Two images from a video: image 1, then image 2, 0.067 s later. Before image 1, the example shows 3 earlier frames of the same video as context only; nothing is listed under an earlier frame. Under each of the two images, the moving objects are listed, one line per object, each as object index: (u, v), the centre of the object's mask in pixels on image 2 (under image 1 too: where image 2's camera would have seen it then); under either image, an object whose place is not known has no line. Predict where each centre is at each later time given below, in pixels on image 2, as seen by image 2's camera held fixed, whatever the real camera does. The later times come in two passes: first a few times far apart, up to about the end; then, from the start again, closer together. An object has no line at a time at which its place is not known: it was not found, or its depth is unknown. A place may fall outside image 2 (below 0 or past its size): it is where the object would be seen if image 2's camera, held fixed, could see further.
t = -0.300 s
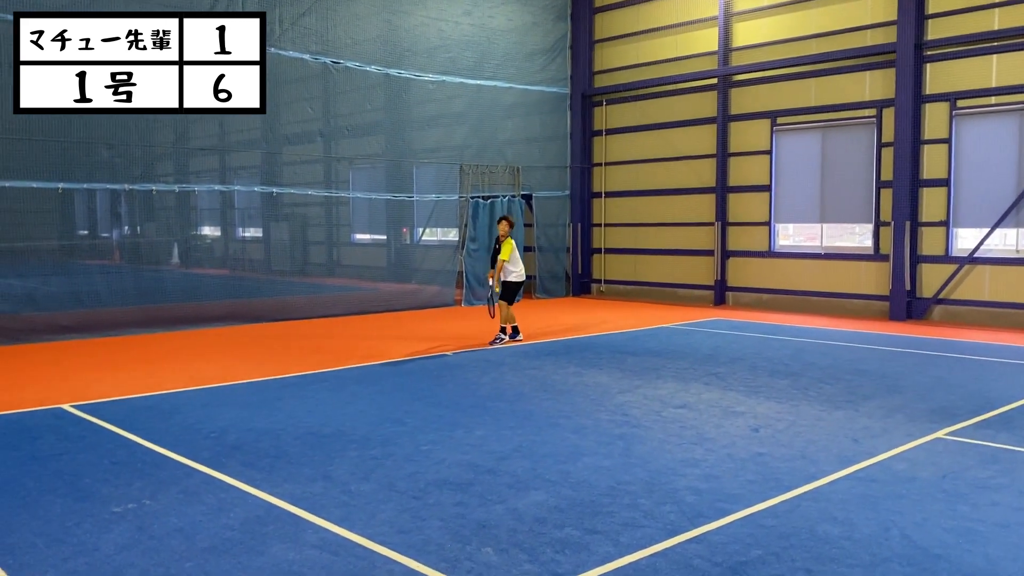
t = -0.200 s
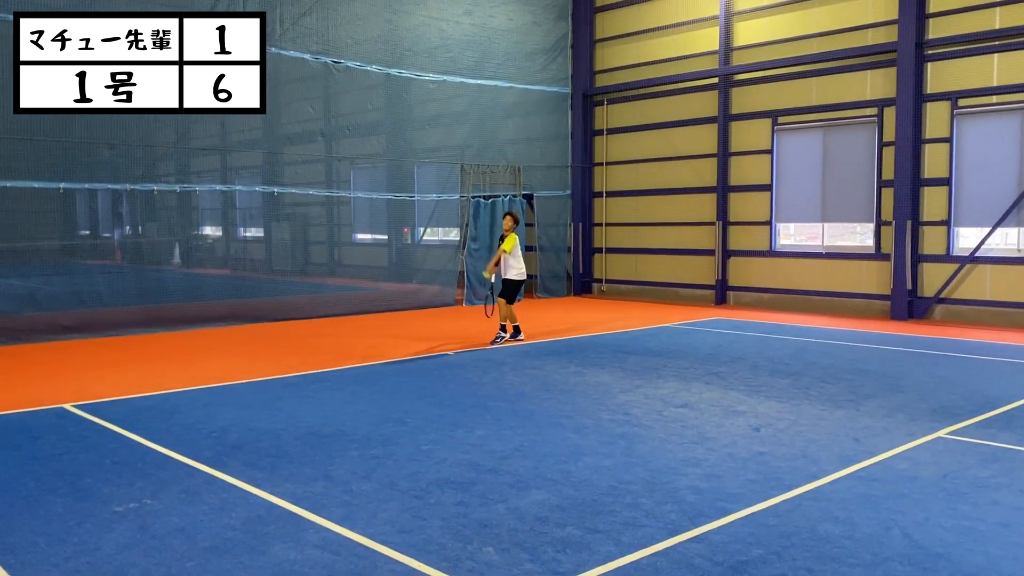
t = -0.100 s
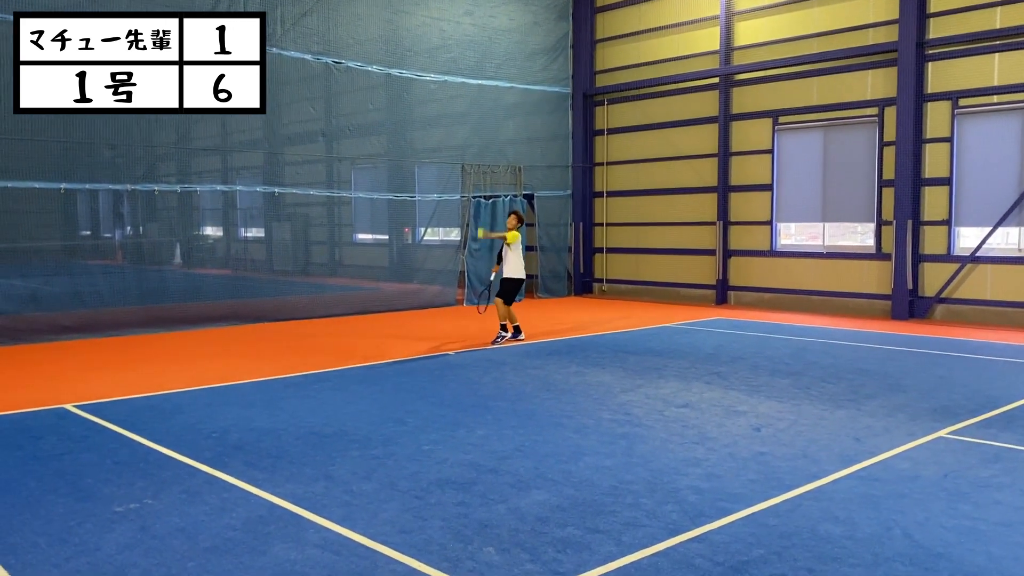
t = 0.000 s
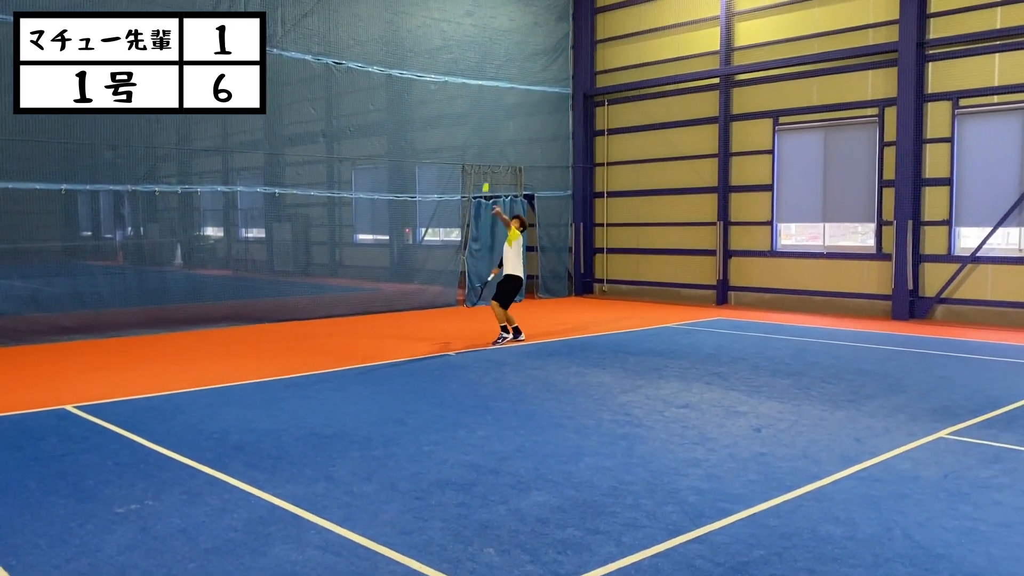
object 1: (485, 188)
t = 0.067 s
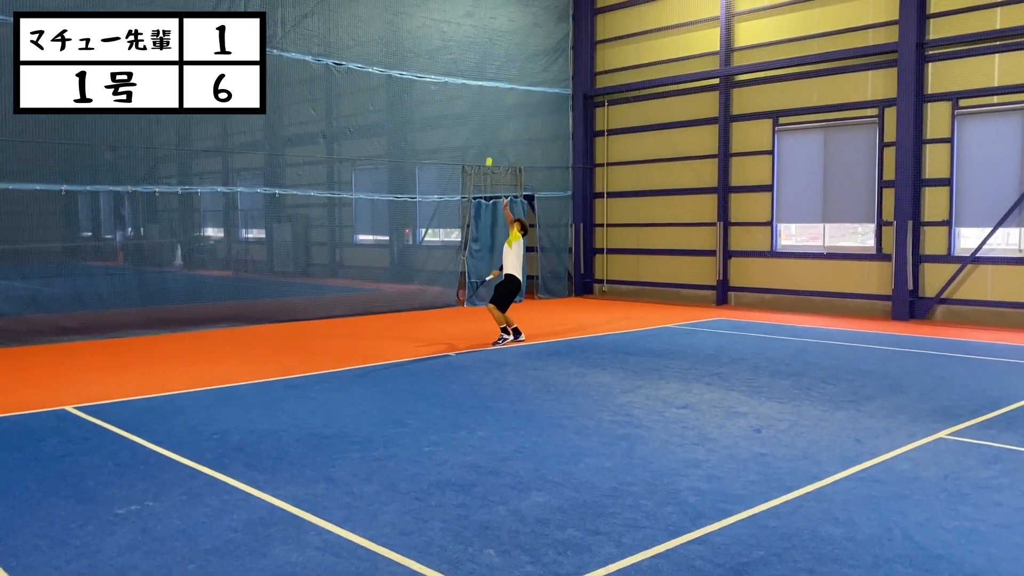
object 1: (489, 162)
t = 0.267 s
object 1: (499, 106)
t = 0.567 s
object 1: (514, 84)
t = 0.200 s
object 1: (496, 121)
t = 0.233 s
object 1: (497, 113)
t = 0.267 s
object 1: (499, 106)
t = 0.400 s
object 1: (505, 87)
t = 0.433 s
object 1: (507, 84)
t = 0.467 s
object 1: (509, 83)
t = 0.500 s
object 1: (510, 82)
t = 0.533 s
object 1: (512, 83)
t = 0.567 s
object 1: (514, 84)
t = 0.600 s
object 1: (515, 86)
